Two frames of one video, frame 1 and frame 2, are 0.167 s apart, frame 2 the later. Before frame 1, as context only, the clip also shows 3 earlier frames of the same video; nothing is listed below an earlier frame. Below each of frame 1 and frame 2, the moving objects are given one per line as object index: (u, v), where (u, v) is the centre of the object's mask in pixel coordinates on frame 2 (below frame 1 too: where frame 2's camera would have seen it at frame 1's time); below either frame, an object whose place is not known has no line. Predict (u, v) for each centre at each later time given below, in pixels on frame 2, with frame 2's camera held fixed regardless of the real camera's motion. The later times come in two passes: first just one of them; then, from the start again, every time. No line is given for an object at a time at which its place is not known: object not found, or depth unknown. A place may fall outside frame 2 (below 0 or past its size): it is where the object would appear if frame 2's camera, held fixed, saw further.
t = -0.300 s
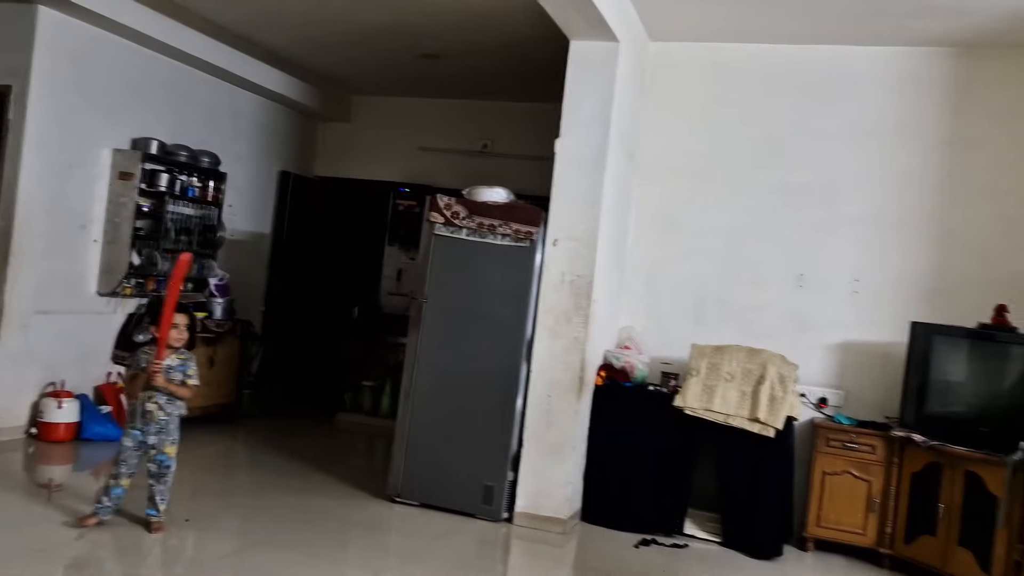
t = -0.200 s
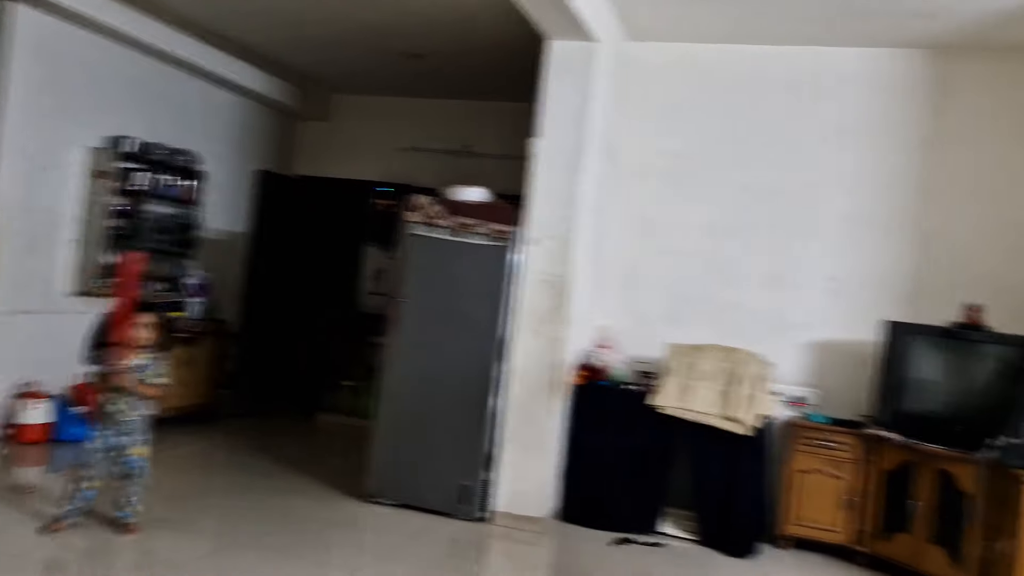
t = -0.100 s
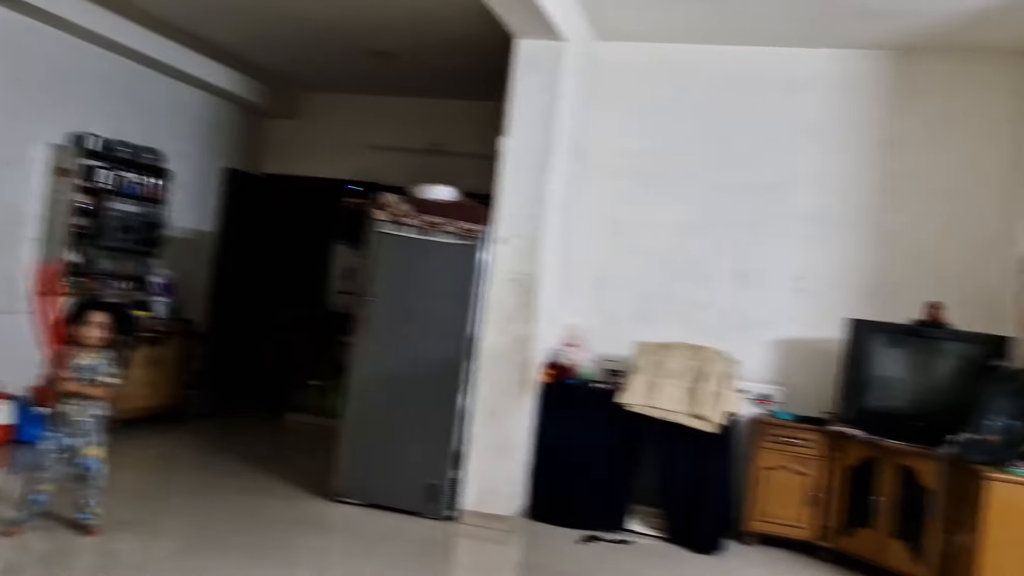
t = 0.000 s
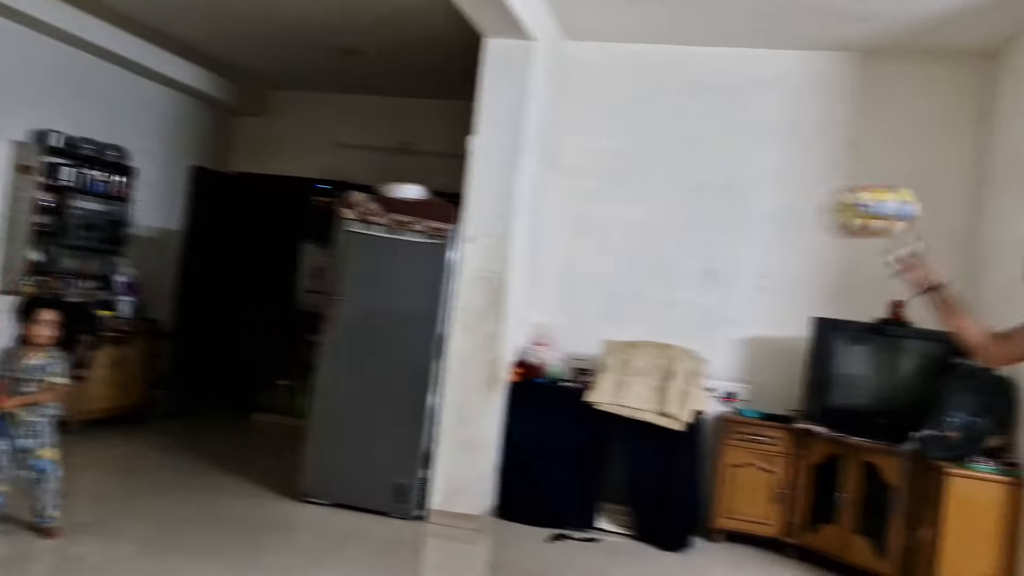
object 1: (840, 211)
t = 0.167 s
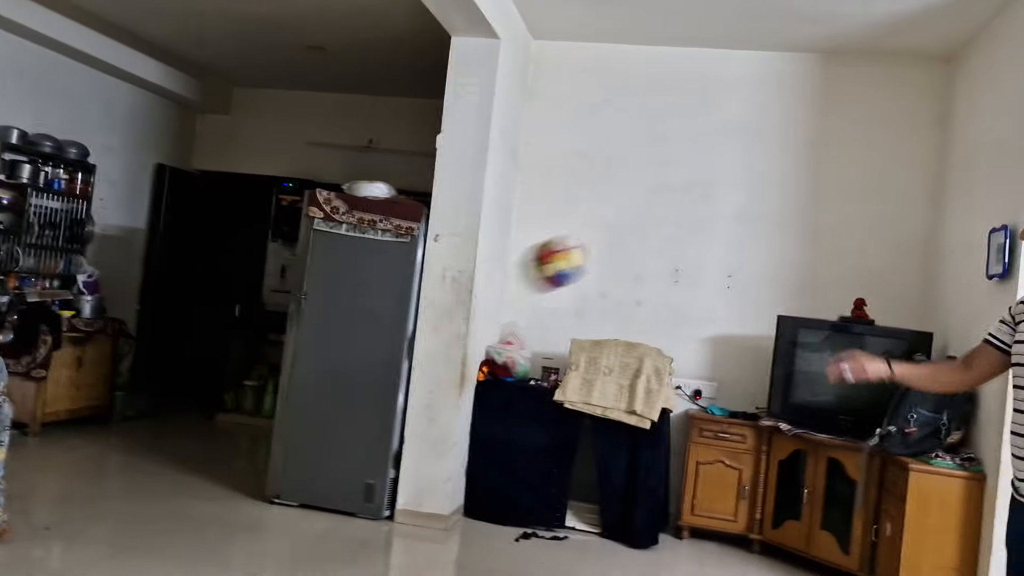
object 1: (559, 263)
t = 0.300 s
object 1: (363, 353)
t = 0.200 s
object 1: (506, 282)
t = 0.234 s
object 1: (453, 305)
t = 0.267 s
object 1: (408, 329)
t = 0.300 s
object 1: (363, 353)
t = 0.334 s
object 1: (318, 381)
